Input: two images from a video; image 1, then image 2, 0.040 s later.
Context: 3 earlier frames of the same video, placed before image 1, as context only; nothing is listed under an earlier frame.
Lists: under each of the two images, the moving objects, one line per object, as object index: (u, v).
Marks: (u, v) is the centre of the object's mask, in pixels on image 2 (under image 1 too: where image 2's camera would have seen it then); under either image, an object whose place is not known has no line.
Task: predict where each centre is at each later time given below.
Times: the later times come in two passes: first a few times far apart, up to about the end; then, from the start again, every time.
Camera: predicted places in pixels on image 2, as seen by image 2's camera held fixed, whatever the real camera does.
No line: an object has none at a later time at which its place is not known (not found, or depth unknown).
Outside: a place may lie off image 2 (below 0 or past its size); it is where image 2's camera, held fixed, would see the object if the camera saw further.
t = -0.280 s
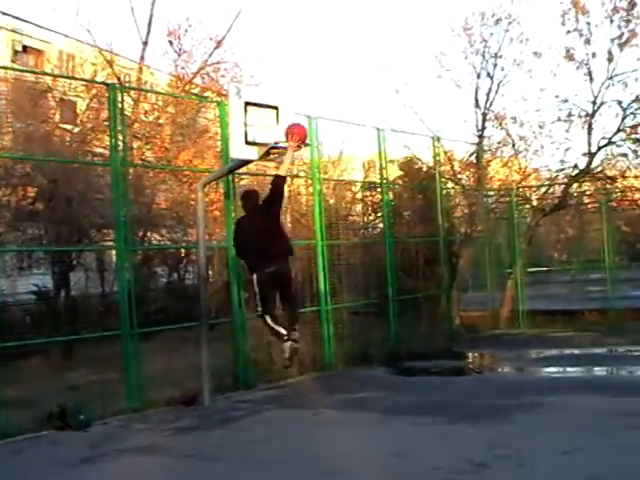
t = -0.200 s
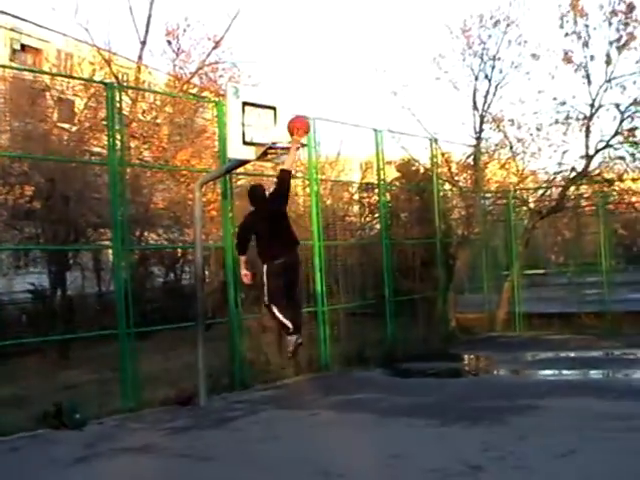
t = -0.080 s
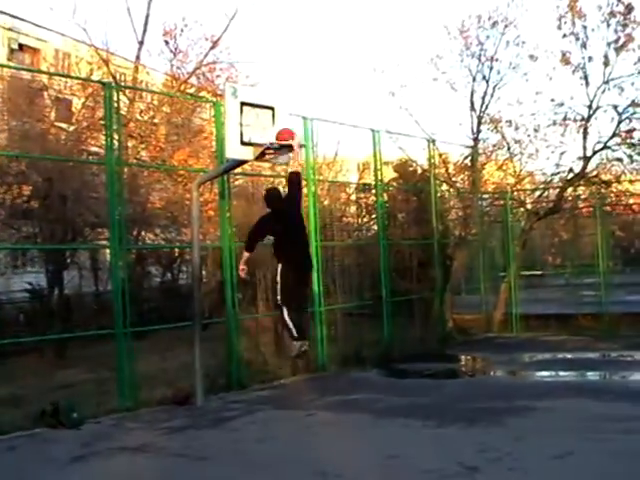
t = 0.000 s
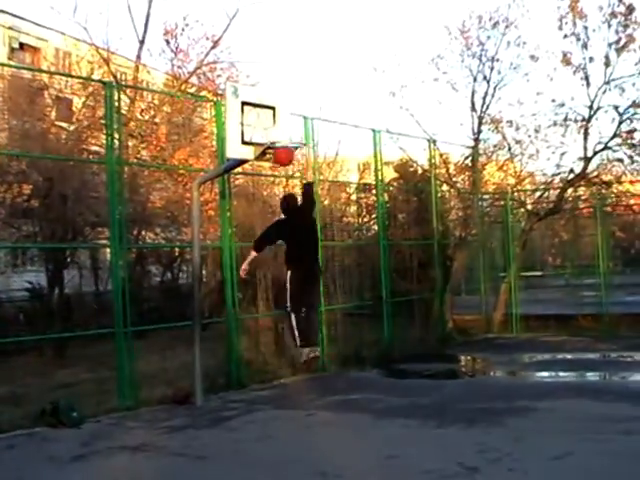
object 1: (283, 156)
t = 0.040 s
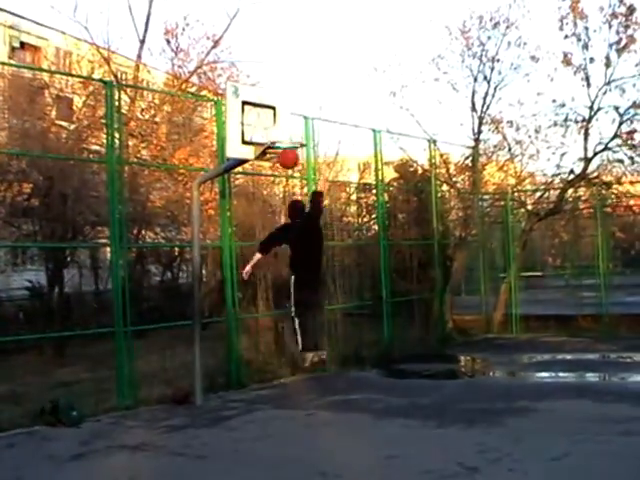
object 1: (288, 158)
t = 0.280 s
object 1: (287, 160)
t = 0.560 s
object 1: (279, 180)
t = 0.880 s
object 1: (279, 270)
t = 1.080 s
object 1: (282, 368)
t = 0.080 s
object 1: (292, 156)
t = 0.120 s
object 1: (293, 154)
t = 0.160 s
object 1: (291, 155)
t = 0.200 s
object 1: (290, 156)
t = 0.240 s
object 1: (289, 157)
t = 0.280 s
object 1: (287, 160)
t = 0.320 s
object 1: (285, 161)
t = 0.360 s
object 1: (284, 163)
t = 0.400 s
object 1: (282, 166)
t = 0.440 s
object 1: (281, 167)
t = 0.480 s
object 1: (280, 170)
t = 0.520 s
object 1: (280, 174)
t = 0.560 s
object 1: (279, 180)
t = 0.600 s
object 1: (280, 186)
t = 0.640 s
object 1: (280, 194)
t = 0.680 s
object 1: (280, 204)
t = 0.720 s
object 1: (279, 214)
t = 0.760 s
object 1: (279, 228)
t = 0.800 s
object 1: (279, 239)
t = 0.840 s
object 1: (280, 254)
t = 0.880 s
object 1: (279, 270)
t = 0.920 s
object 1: (280, 287)
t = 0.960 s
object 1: (280, 306)
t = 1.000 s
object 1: (279, 325)
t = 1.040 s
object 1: (280, 346)
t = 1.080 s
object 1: (282, 368)
